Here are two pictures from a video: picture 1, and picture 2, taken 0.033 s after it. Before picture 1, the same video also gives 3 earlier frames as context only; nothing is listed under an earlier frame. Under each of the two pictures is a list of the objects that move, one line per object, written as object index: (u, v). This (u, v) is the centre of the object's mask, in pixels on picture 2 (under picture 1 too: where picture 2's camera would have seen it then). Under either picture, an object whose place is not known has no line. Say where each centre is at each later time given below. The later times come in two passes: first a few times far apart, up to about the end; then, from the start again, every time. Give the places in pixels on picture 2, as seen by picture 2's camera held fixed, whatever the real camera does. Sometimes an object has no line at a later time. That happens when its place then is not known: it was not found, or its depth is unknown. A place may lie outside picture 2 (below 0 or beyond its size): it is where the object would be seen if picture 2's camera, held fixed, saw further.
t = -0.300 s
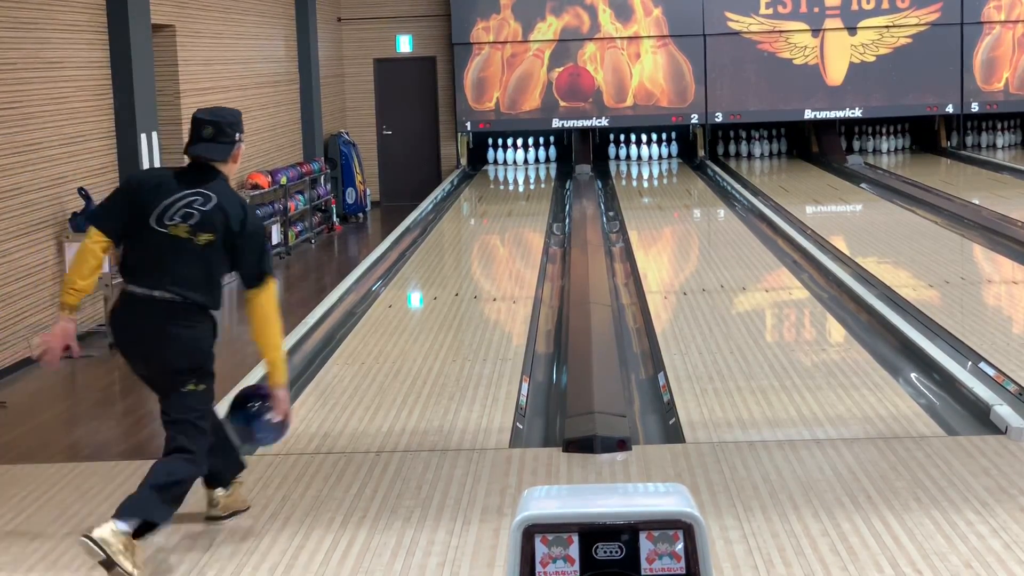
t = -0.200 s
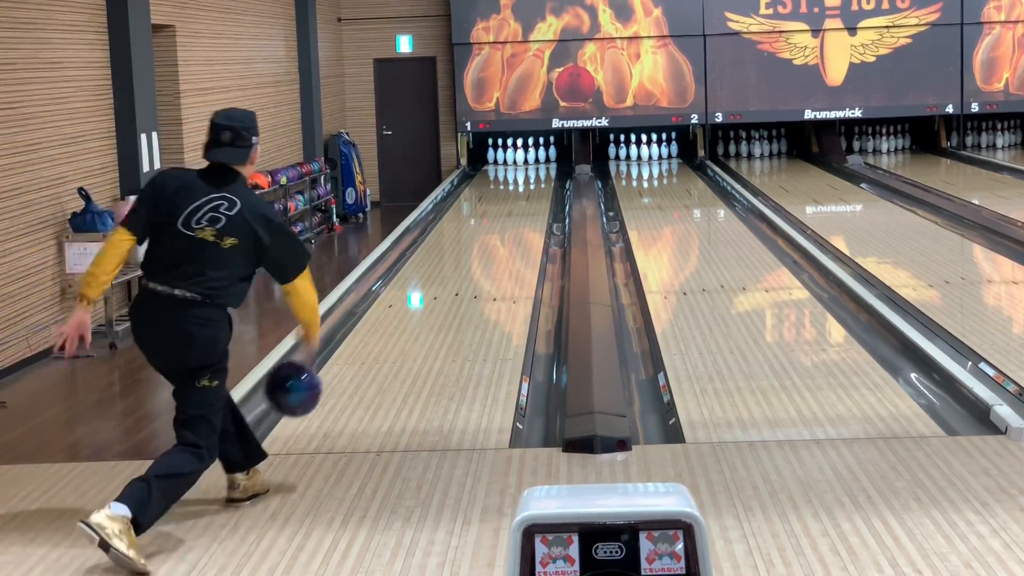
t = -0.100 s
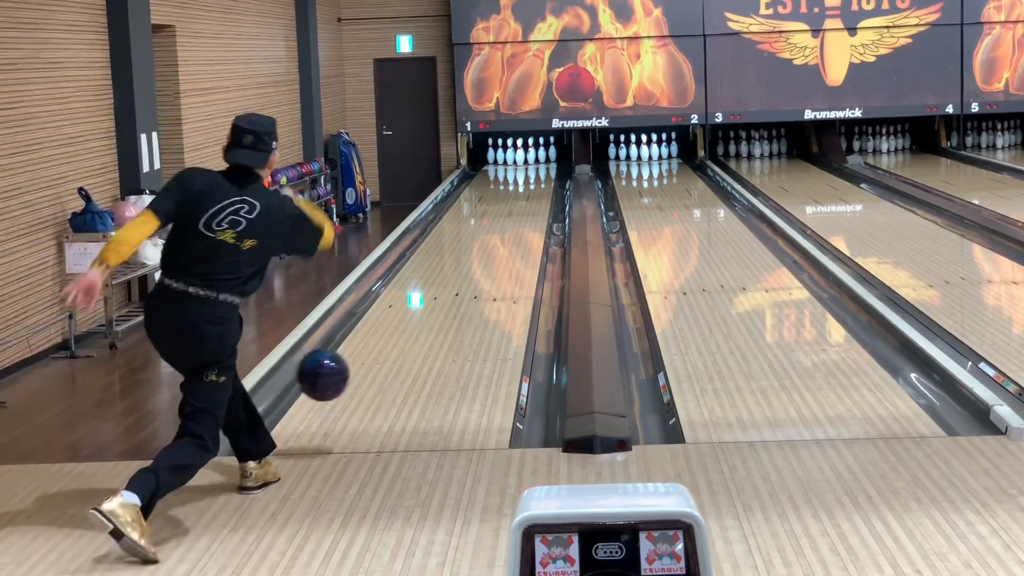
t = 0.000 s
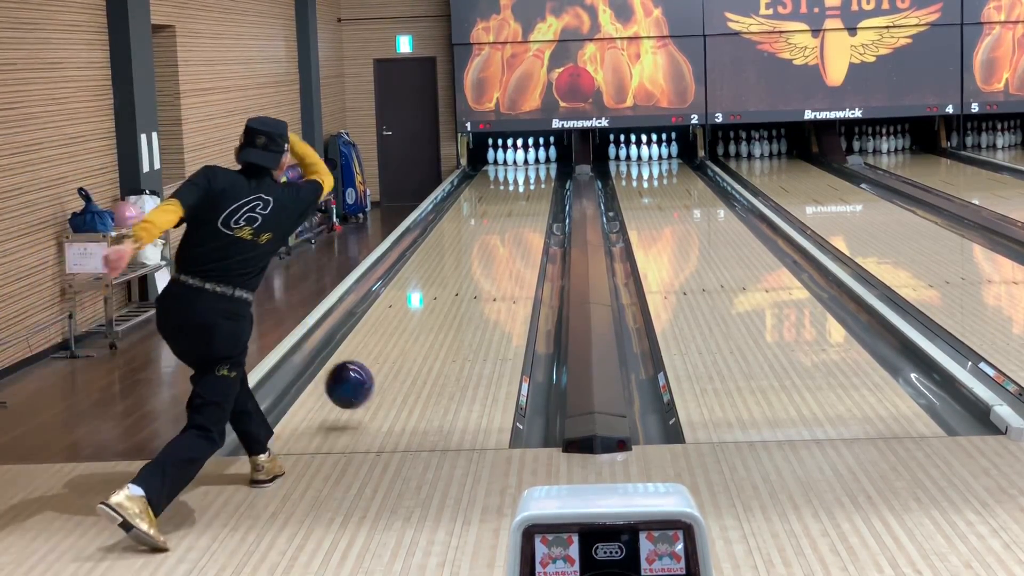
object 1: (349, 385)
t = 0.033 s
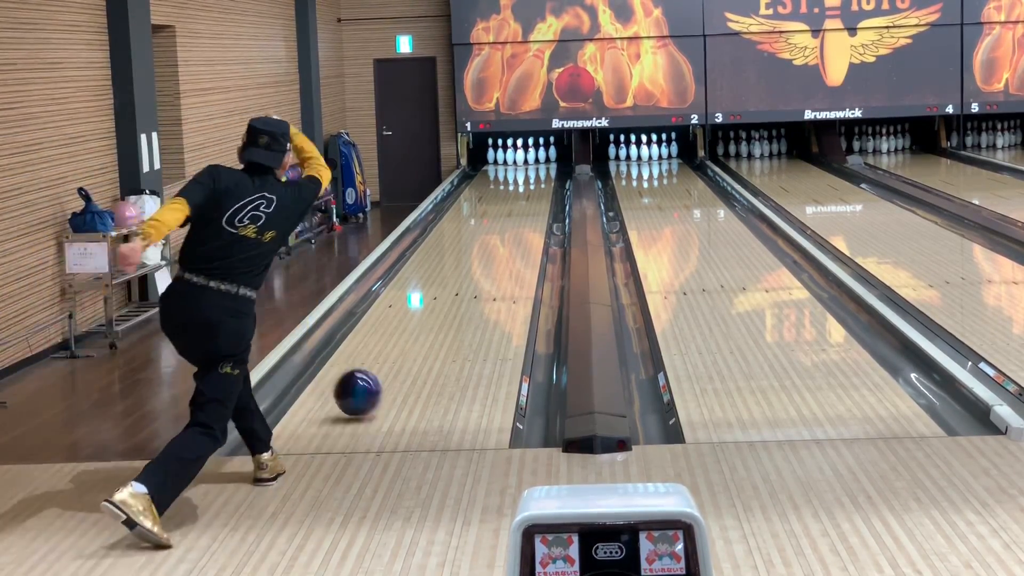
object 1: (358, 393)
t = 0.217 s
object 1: (393, 356)
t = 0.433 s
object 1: (425, 320)
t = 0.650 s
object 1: (450, 291)
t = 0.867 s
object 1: (470, 268)
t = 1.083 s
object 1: (485, 250)
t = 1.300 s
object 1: (499, 234)
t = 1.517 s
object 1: (509, 220)
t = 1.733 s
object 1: (518, 209)
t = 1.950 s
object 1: (525, 199)
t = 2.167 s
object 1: (532, 190)
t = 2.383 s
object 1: (536, 182)
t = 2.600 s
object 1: (539, 175)
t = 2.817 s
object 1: (538, 170)
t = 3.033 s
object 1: (535, 166)
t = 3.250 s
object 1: (529, 162)
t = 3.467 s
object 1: (525, 159)
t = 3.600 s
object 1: (524, 157)
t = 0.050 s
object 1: (362, 391)
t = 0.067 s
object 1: (365, 384)
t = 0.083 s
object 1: (367, 381)
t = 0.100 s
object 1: (372, 374)
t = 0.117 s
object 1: (375, 370)
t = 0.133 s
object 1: (377, 368)
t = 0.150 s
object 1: (381, 364)
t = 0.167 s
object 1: (385, 360)
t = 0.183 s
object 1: (387, 364)
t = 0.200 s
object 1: (390, 361)
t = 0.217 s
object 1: (393, 356)
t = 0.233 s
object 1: (395, 354)
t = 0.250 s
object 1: (399, 350)
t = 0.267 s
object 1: (401, 349)
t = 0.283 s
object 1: (404, 344)
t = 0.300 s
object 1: (406, 342)
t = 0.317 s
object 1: (408, 339)
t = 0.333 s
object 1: (411, 335)
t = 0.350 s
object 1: (414, 333)
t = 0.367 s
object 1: (416, 331)
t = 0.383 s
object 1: (419, 327)
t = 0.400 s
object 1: (420, 326)
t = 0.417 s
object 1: (423, 323)
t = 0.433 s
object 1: (425, 320)
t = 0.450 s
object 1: (427, 318)
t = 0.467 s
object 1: (429, 315)
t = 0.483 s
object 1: (431, 313)
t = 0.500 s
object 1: (433, 311)
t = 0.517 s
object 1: (435, 308)
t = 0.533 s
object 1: (437, 306)
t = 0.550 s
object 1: (439, 304)
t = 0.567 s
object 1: (441, 302)
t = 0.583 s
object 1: (443, 300)
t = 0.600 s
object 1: (444, 297)
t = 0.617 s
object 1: (446, 295)
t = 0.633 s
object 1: (448, 293)
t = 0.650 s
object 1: (450, 291)
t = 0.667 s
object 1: (451, 289)
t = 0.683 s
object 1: (453, 288)
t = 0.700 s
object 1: (455, 286)
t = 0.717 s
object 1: (456, 284)
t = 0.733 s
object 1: (458, 282)
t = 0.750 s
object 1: (459, 280)
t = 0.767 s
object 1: (461, 278)
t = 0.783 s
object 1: (462, 277)
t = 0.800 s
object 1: (464, 275)
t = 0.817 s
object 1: (465, 273)
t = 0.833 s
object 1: (467, 271)
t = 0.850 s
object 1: (468, 270)
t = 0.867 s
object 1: (470, 268)
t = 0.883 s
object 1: (471, 267)
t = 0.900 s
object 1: (472, 265)
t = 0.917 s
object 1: (474, 264)
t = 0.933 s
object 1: (475, 262)
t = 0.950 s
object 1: (476, 261)
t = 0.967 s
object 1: (477, 259)
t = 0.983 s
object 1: (478, 258)
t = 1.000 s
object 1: (480, 256)
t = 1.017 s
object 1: (481, 255)
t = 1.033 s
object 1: (482, 254)
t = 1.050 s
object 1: (483, 252)
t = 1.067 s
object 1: (484, 251)
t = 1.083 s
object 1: (485, 250)
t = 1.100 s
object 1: (487, 248)
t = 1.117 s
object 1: (488, 247)
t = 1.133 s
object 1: (489, 245)
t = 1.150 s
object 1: (490, 245)
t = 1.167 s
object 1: (491, 243)
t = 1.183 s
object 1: (492, 242)
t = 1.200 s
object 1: (493, 241)
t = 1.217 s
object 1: (494, 240)
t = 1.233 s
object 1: (495, 238)
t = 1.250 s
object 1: (496, 237)
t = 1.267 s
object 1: (497, 236)
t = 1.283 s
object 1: (498, 235)
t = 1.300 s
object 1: (499, 234)
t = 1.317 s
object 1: (500, 233)
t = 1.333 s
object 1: (500, 232)
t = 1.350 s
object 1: (501, 231)
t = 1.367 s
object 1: (502, 229)
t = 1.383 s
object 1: (503, 228)
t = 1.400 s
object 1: (504, 227)
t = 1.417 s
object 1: (505, 226)
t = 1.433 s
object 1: (505, 225)
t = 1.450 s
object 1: (506, 224)
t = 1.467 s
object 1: (507, 223)
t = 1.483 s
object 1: (508, 222)
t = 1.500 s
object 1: (508, 221)
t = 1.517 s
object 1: (509, 220)
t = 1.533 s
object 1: (510, 219)
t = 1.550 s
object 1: (511, 218)
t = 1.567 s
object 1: (511, 218)
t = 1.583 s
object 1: (512, 217)
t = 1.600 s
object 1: (513, 216)
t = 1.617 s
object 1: (513, 215)
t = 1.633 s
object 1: (514, 214)
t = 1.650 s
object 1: (515, 213)
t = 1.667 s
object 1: (516, 212)
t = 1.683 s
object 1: (516, 211)
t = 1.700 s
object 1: (517, 211)
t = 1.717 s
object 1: (517, 210)
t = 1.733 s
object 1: (518, 209)
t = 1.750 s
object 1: (519, 208)
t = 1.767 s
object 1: (519, 207)
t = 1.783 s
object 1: (520, 206)
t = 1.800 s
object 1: (520, 206)
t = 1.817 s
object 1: (521, 205)
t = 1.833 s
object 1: (522, 204)
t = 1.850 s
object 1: (522, 204)
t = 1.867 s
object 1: (523, 203)
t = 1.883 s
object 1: (523, 202)
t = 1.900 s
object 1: (524, 202)
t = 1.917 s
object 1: (524, 201)
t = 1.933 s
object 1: (525, 200)
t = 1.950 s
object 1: (525, 199)
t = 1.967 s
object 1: (526, 199)
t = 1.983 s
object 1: (526, 198)
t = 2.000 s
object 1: (527, 197)
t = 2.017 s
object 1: (528, 196)
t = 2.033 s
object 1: (528, 195)
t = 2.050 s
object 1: (528, 195)
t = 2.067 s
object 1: (529, 194)
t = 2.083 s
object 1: (529, 194)
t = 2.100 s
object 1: (530, 193)
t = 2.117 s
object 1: (530, 192)
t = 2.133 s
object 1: (531, 192)
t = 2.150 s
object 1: (531, 191)
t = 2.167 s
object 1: (532, 190)
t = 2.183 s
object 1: (532, 190)
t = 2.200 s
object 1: (532, 189)
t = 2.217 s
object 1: (533, 188)
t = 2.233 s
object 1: (533, 188)
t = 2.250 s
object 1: (533, 187)
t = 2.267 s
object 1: (534, 187)
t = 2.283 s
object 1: (534, 186)
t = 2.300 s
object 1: (534, 186)
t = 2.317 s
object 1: (535, 185)
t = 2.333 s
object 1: (535, 184)
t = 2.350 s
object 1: (536, 183)
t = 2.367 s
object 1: (536, 183)
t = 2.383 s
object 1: (536, 182)
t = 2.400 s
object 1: (537, 182)
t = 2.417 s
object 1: (537, 181)
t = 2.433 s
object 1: (537, 181)
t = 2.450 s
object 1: (537, 180)
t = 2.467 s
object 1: (538, 180)
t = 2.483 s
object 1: (538, 179)
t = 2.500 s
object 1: (538, 178)
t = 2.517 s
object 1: (538, 178)
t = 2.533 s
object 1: (538, 178)
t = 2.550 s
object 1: (539, 177)
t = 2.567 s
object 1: (539, 176)
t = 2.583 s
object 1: (539, 176)
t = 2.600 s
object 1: (539, 175)
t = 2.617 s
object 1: (539, 175)
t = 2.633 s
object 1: (539, 175)
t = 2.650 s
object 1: (539, 174)
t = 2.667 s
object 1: (539, 174)
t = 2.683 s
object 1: (539, 173)
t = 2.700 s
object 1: (539, 173)
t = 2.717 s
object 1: (539, 172)
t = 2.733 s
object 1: (539, 172)
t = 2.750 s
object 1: (539, 172)
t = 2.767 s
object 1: (539, 171)
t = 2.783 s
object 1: (539, 171)
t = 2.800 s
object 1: (538, 171)
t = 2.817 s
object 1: (538, 170)
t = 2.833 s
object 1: (538, 170)
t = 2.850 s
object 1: (538, 170)
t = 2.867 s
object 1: (538, 169)
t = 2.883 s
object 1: (538, 169)
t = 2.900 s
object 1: (538, 169)
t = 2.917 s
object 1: (537, 168)
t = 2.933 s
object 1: (537, 168)
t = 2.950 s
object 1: (537, 168)
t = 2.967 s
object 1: (536, 167)
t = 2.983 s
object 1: (536, 167)
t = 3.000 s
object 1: (536, 167)
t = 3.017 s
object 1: (535, 166)
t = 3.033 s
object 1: (535, 166)
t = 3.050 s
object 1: (534, 166)
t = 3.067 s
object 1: (533, 165)
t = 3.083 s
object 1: (533, 165)
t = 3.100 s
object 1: (533, 164)
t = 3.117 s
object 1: (532, 164)
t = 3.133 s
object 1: (532, 164)
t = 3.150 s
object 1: (532, 164)
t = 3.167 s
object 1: (531, 163)
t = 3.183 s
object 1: (531, 163)
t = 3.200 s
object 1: (531, 163)
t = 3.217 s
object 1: (530, 163)
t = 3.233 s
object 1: (530, 162)
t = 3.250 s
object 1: (529, 162)
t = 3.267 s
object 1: (529, 162)
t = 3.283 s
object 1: (529, 161)
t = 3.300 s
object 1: (528, 161)
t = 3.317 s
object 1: (528, 161)
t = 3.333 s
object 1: (527, 161)
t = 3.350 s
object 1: (527, 160)
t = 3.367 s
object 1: (526, 160)
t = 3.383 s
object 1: (525, 160)
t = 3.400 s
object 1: (524, 160)
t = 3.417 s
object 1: (524, 159)
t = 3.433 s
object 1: (524, 159)
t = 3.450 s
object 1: (524, 159)
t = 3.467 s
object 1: (525, 159)
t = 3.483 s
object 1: (525, 158)
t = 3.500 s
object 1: (525, 158)
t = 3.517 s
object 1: (525, 158)
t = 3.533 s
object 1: (525, 158)
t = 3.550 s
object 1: (524, 158)
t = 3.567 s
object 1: (525, 157)
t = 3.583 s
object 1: (524, 157)
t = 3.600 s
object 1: (524, 157)
